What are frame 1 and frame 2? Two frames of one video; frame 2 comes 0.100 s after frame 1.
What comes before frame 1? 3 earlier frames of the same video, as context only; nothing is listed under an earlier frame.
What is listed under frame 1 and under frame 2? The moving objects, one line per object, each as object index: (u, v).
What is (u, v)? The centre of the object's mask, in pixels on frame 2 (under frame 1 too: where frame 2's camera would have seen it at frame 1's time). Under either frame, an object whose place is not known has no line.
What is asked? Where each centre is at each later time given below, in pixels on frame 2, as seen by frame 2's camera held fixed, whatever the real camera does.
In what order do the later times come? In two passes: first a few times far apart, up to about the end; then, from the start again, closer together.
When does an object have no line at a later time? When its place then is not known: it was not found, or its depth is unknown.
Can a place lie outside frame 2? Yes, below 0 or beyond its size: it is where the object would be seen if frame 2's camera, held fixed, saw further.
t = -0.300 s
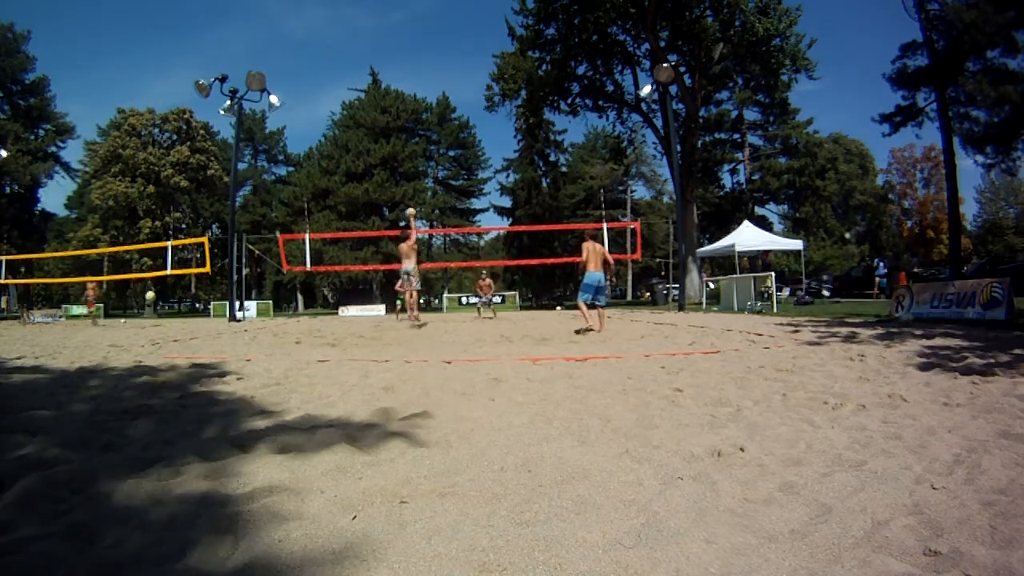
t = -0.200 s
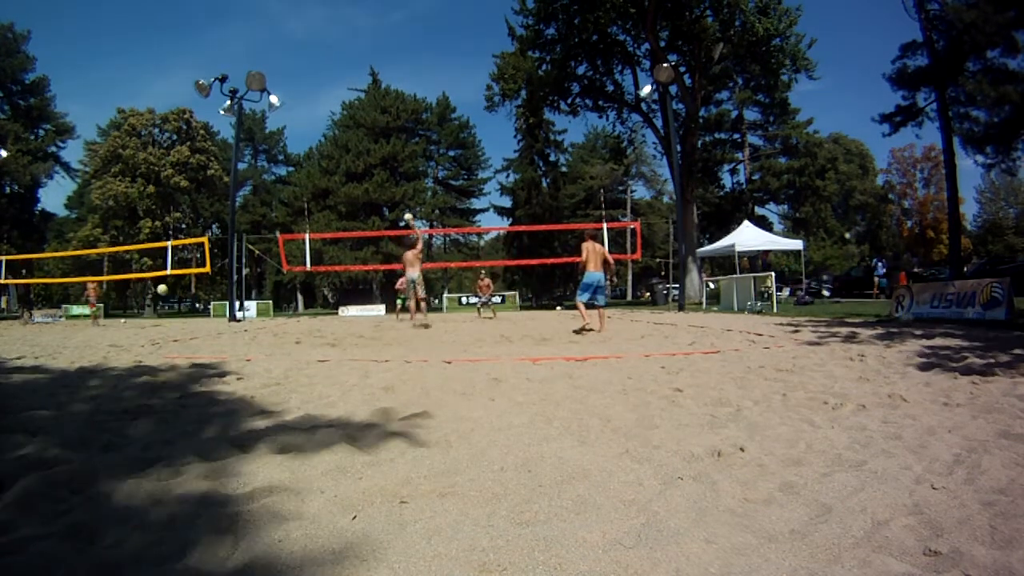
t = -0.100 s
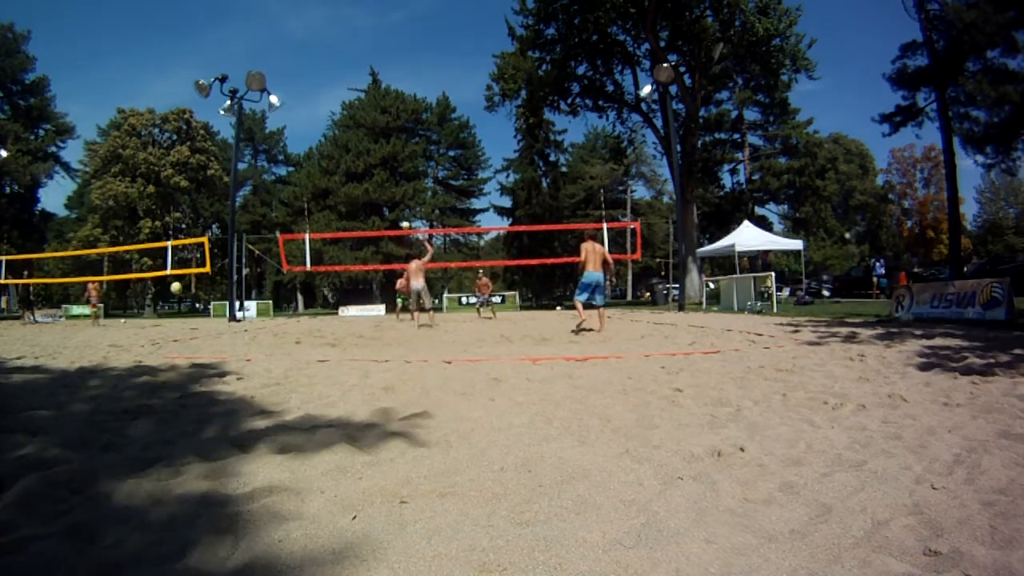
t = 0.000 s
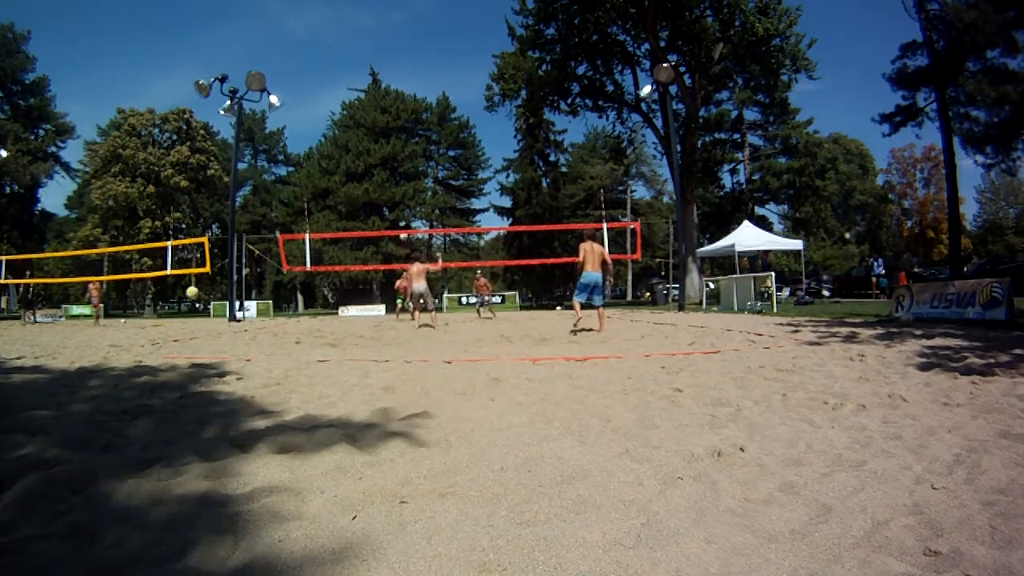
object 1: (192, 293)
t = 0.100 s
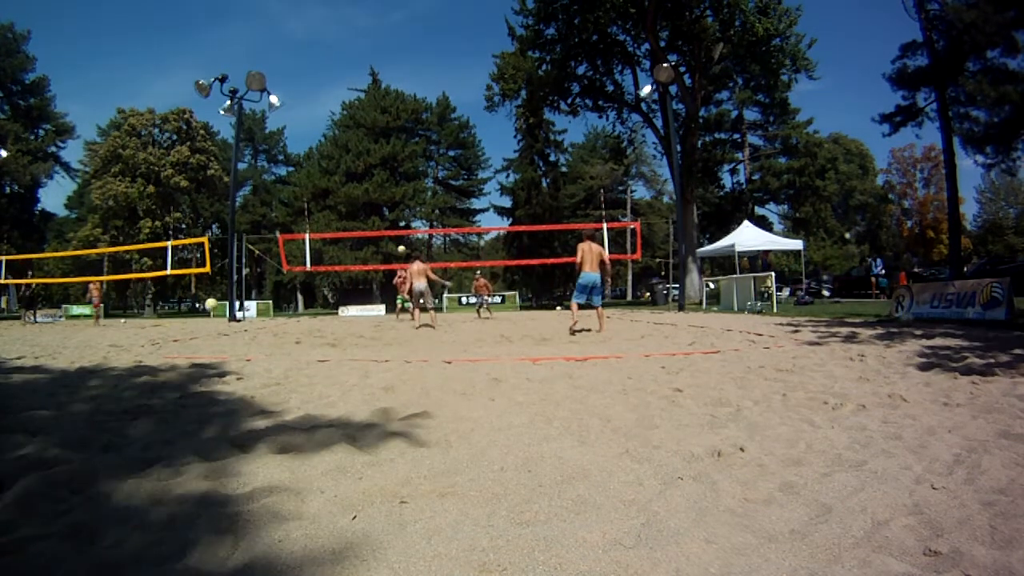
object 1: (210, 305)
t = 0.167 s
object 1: (225, 318)
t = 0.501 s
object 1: (300, 293)
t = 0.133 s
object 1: (218, 310)
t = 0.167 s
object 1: (225, 318)
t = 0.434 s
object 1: (282, 299)
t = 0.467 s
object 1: (291, 296)
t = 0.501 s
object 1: (300, 293)
